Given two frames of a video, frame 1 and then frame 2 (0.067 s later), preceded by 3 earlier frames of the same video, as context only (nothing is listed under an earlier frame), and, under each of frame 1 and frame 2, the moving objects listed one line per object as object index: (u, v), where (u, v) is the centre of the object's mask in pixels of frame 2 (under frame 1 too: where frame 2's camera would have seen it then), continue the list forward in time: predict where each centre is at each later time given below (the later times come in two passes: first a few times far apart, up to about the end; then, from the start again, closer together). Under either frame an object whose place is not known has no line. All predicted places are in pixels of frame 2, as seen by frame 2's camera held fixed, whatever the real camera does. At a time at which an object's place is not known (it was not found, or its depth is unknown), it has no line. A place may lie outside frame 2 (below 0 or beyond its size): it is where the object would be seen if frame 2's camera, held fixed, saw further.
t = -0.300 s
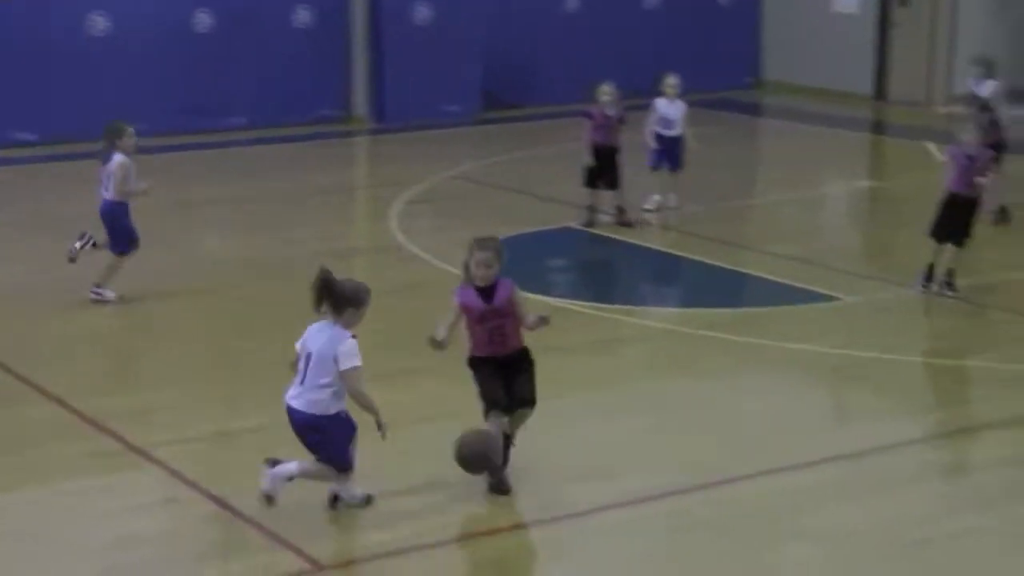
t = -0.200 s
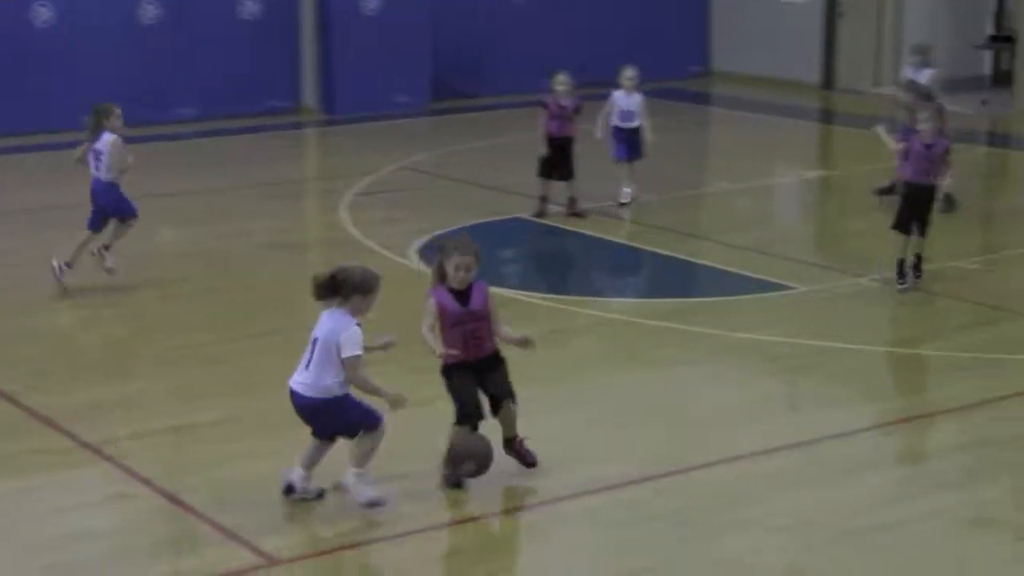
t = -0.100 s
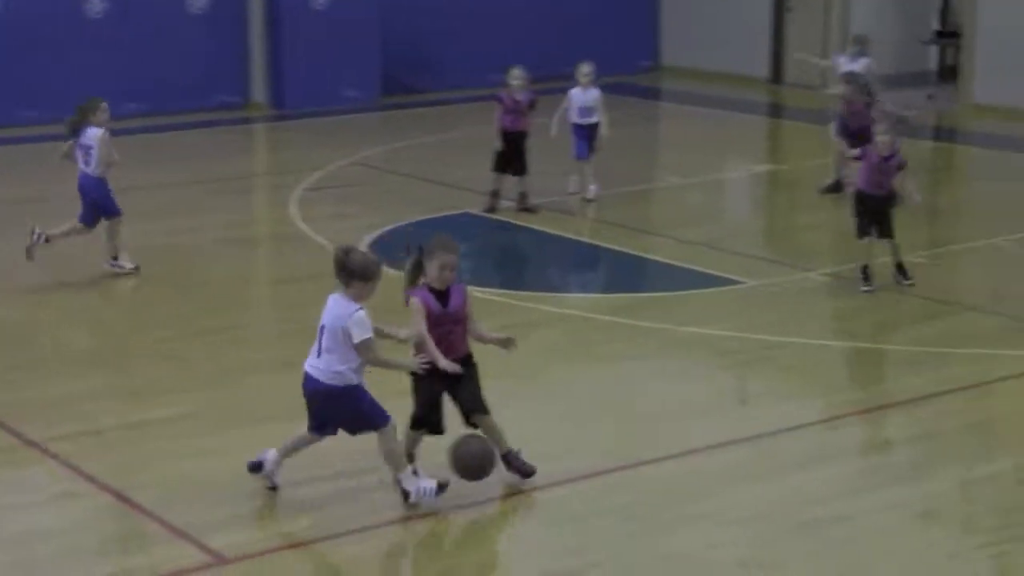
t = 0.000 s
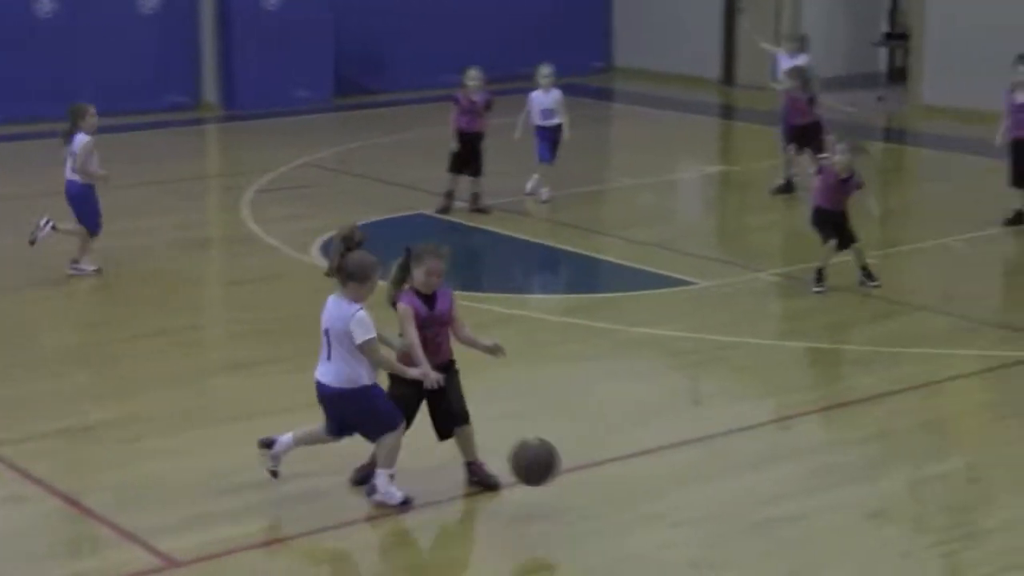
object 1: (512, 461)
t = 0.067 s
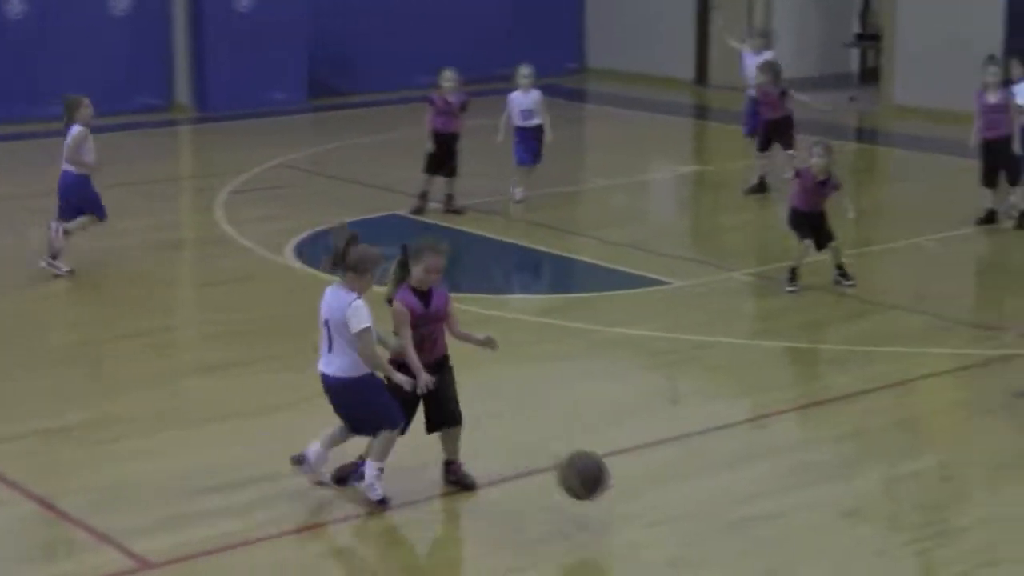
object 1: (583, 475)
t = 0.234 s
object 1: (740, 510)
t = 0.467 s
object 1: (879, 546)
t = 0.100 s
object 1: (620, 485)
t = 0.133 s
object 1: (659, 498)
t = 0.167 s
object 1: (696, 514)
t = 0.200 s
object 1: (721, 515)
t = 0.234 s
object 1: (740, 510)
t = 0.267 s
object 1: (759, 508)
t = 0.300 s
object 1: (778, 509)
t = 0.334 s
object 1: (798, 512)
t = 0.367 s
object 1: (818, 516)
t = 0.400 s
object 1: (838, 523)
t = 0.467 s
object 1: (879, 546)
